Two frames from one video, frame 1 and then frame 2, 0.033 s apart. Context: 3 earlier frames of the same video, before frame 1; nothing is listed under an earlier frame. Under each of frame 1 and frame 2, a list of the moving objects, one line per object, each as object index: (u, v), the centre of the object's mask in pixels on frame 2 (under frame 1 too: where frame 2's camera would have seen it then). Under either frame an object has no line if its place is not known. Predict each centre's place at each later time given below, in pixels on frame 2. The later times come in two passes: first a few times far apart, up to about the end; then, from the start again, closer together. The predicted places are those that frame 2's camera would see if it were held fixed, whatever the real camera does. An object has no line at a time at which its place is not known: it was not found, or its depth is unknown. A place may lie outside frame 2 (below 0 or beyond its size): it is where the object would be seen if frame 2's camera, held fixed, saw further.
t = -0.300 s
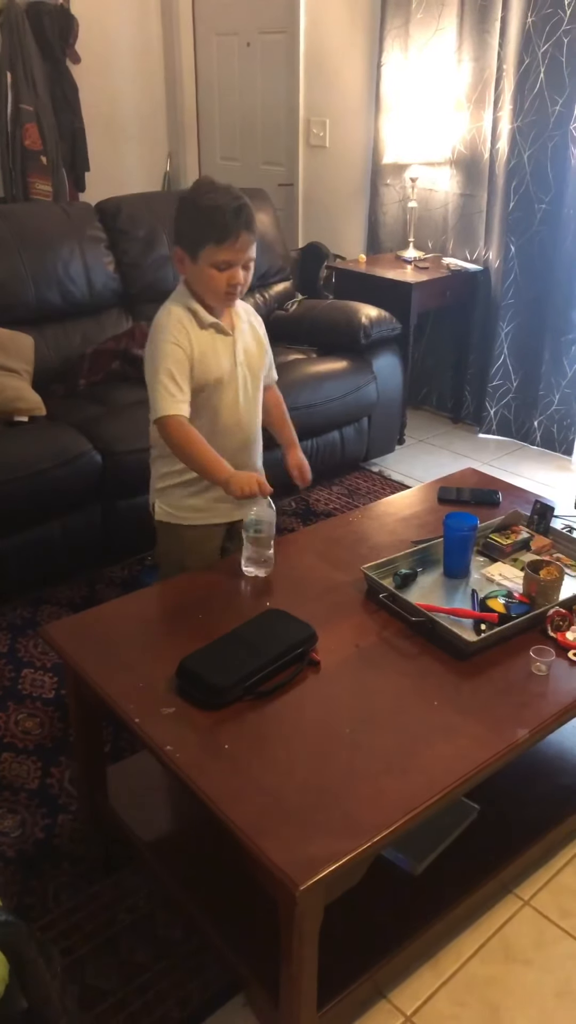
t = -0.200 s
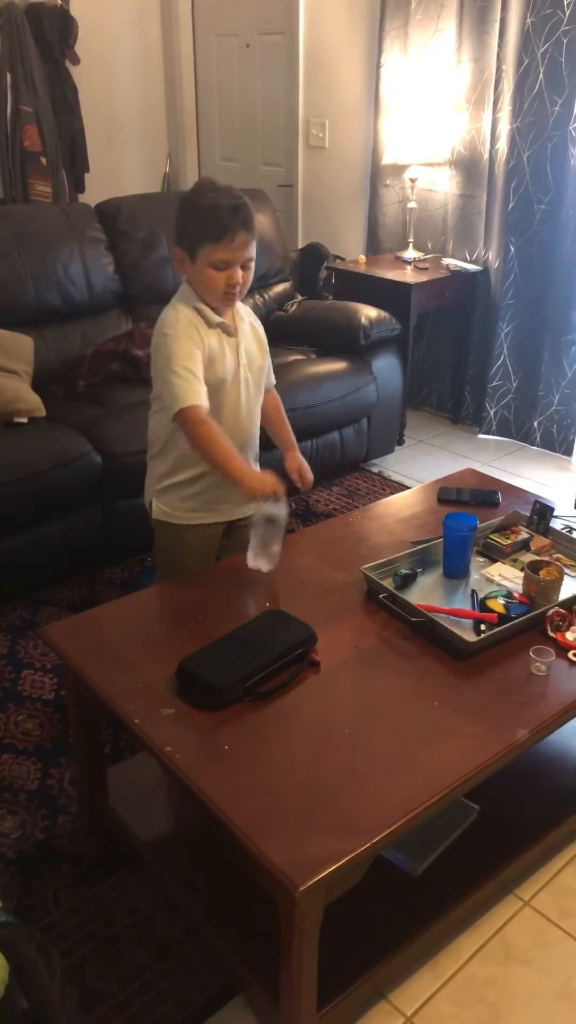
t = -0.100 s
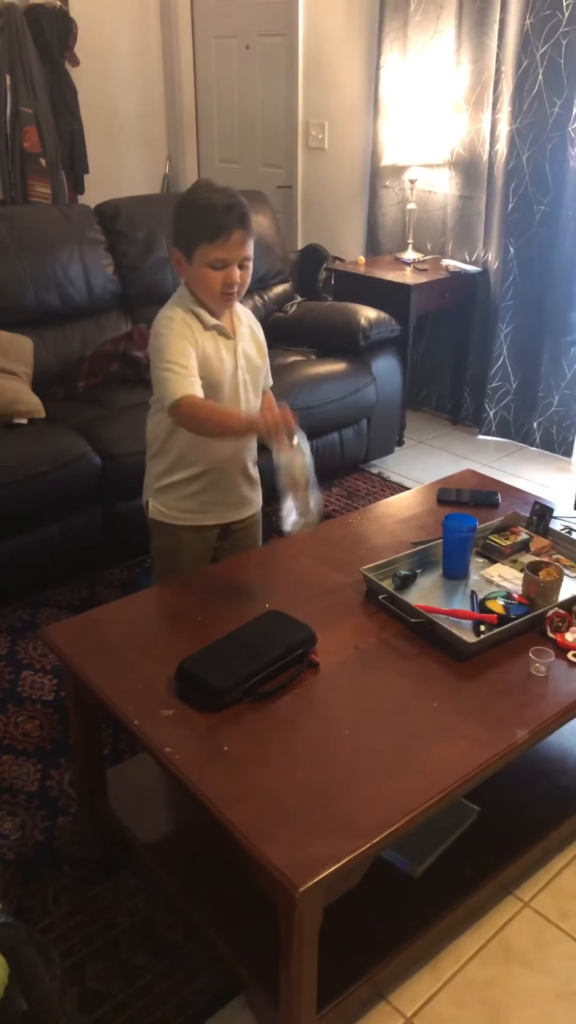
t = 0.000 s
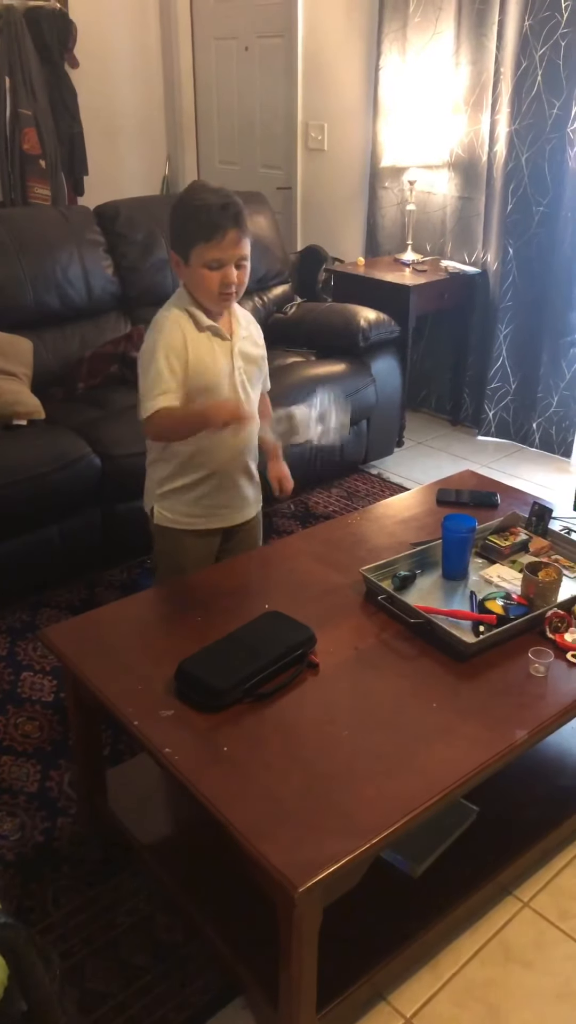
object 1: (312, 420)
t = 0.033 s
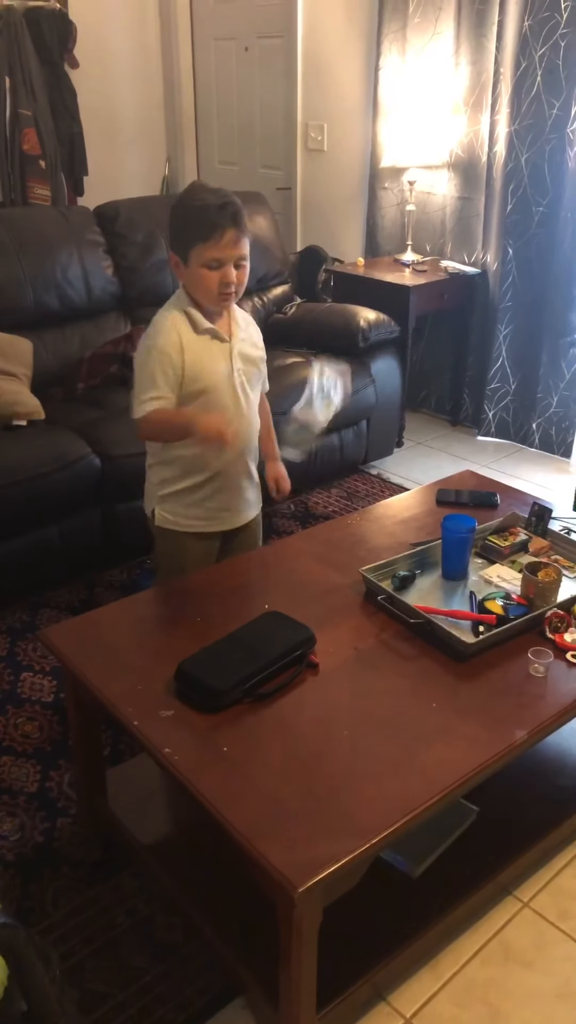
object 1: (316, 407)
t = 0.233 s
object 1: (349, 349)
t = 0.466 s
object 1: (346, 545)
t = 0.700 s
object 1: (366, 587)
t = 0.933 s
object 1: (365, 588)
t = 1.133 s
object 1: (364, 588)
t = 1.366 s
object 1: (364, 588)
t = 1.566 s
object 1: (363, 588)
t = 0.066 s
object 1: (325, 395)
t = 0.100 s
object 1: (335, 378)
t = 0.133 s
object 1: (343, 365)
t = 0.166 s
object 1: (349, 354)
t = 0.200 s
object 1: (351, 347)
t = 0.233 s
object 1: (349, 349)
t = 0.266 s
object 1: (350, 359)
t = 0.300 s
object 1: (351, 376)
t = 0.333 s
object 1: (352, 395)
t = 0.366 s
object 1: (349, 430)
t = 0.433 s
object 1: (346, 501)
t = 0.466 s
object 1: (346, 545)
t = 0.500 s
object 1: (346, 581)
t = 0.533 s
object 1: (352, 579)
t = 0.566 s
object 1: (357, 578)
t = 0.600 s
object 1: (362, 581)
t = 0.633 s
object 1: (370, 586)
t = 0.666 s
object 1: (369, 588)
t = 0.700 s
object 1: (366, 587)
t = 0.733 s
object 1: (366, 588)
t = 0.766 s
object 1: (365, 588)
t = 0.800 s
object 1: (365, 588)
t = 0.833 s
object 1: (365, 588)
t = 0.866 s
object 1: (365, 588)
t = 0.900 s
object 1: (365, 588)
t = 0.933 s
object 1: (365, 588)
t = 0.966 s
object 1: (364, 588)
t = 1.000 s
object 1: (364, 588)
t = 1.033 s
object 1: (364, 588)
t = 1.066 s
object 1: (364, 588)
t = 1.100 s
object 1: (364, 588)
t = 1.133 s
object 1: (364, 588)
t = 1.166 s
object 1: (364, 588)
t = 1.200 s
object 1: (364, 588)
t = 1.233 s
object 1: (364, 588)
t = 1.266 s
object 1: (364, 588)
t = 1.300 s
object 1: (364, 588)
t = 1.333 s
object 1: (364, 588)
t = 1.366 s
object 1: (364, 588)
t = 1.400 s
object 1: (364, 588)
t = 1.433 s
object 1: (364, 588)
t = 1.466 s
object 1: (364, 588)
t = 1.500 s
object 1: (363, 588)
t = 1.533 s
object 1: (363, 588)
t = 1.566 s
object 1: (363, 588)
